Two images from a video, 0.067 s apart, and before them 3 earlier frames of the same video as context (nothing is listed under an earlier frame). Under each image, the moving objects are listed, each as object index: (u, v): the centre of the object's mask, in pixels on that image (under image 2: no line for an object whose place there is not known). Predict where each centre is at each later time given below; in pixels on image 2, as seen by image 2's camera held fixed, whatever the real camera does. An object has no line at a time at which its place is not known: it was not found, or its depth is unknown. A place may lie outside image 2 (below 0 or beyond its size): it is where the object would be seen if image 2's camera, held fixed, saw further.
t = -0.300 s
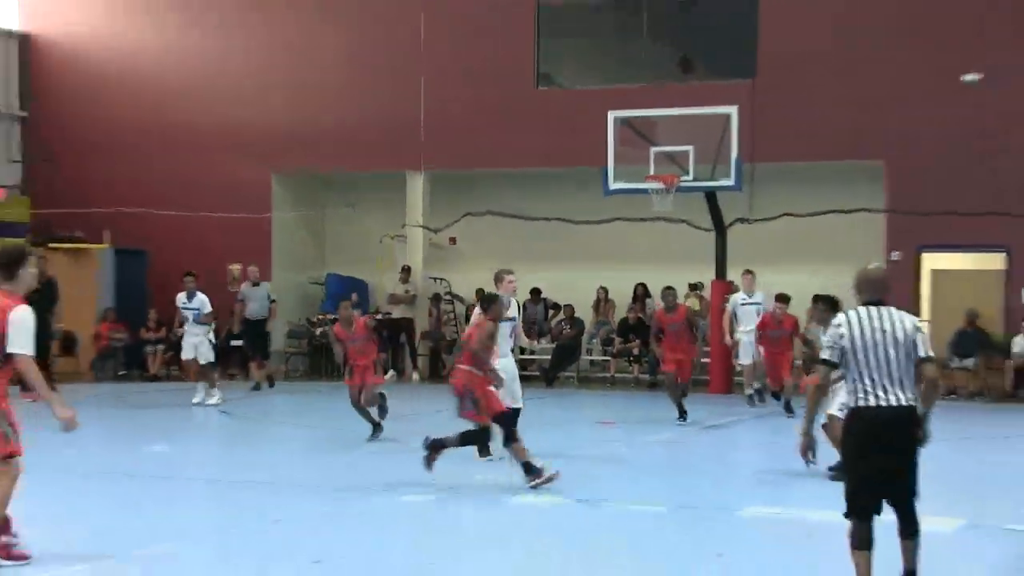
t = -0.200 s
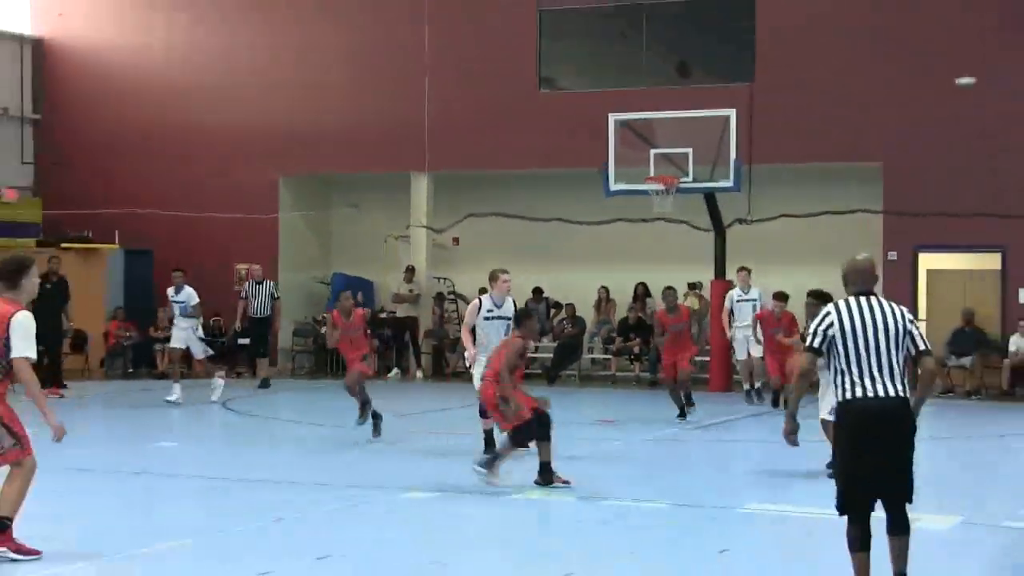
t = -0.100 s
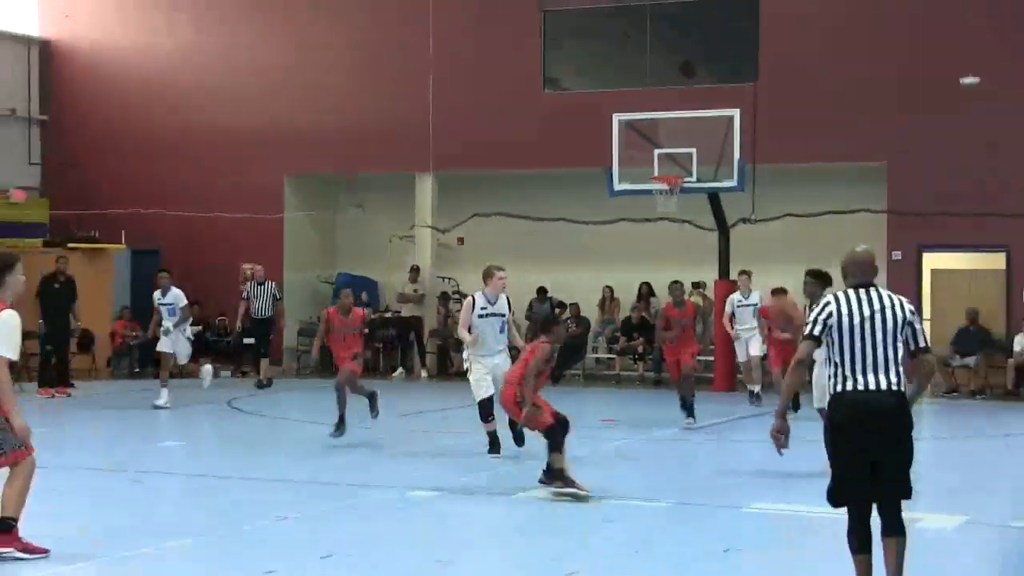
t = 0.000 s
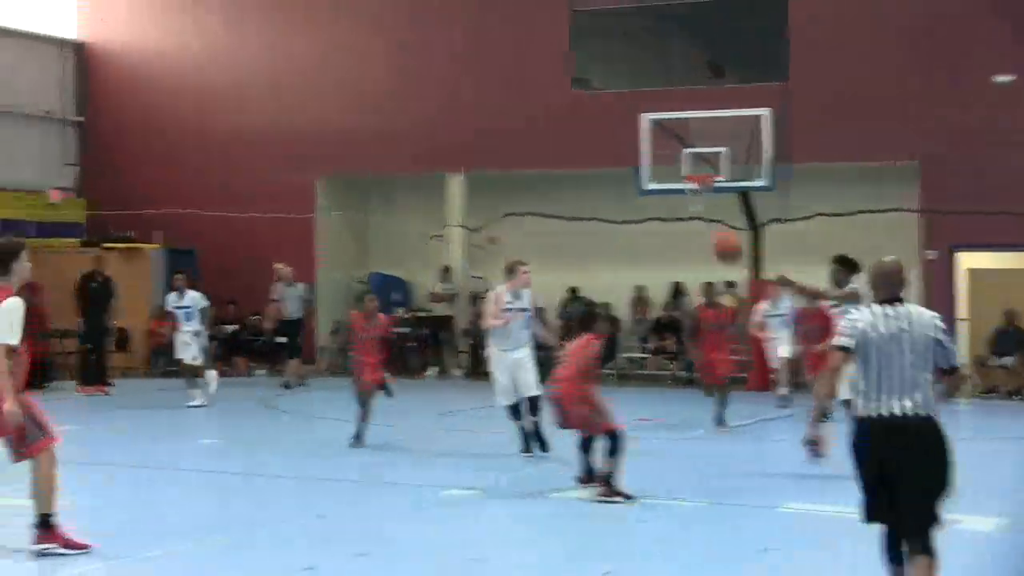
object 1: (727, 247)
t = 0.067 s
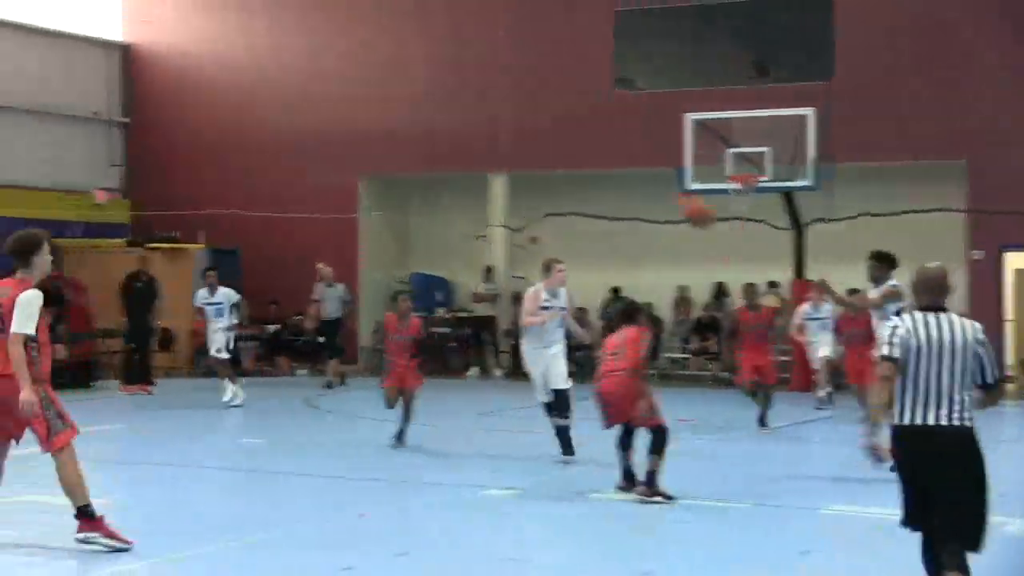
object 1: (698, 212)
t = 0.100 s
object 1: (658, 195)
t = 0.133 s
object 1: (621, 180)
